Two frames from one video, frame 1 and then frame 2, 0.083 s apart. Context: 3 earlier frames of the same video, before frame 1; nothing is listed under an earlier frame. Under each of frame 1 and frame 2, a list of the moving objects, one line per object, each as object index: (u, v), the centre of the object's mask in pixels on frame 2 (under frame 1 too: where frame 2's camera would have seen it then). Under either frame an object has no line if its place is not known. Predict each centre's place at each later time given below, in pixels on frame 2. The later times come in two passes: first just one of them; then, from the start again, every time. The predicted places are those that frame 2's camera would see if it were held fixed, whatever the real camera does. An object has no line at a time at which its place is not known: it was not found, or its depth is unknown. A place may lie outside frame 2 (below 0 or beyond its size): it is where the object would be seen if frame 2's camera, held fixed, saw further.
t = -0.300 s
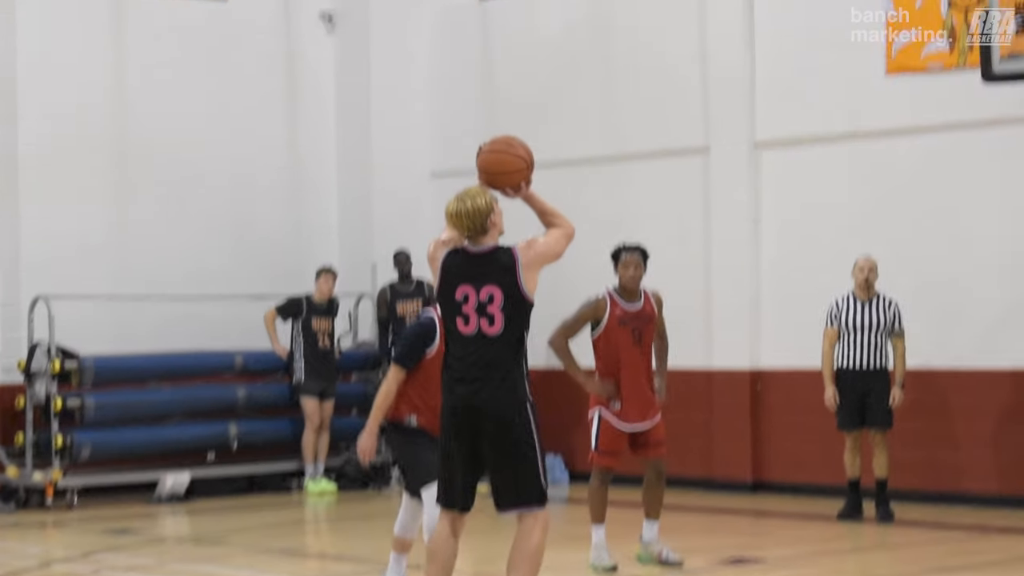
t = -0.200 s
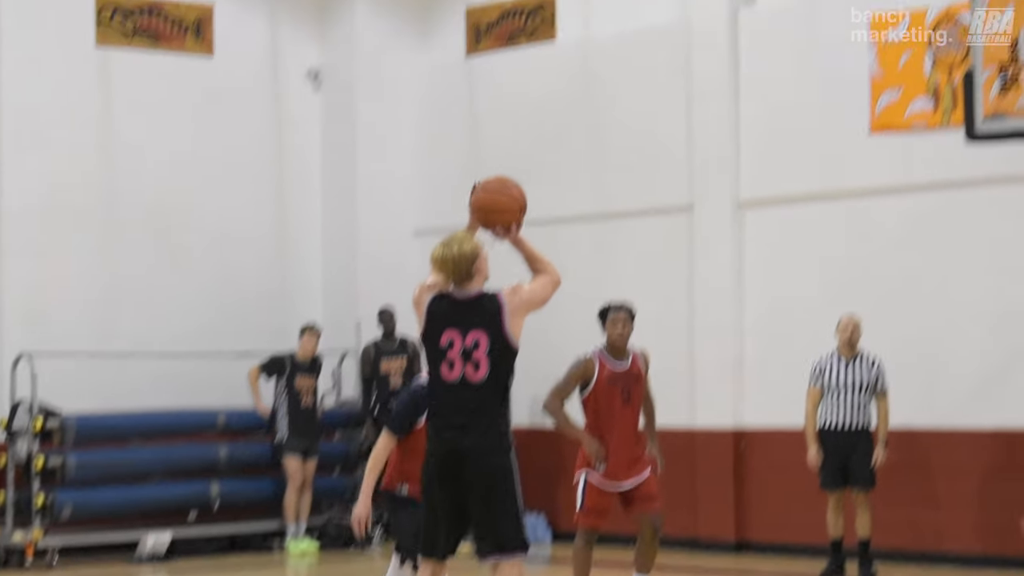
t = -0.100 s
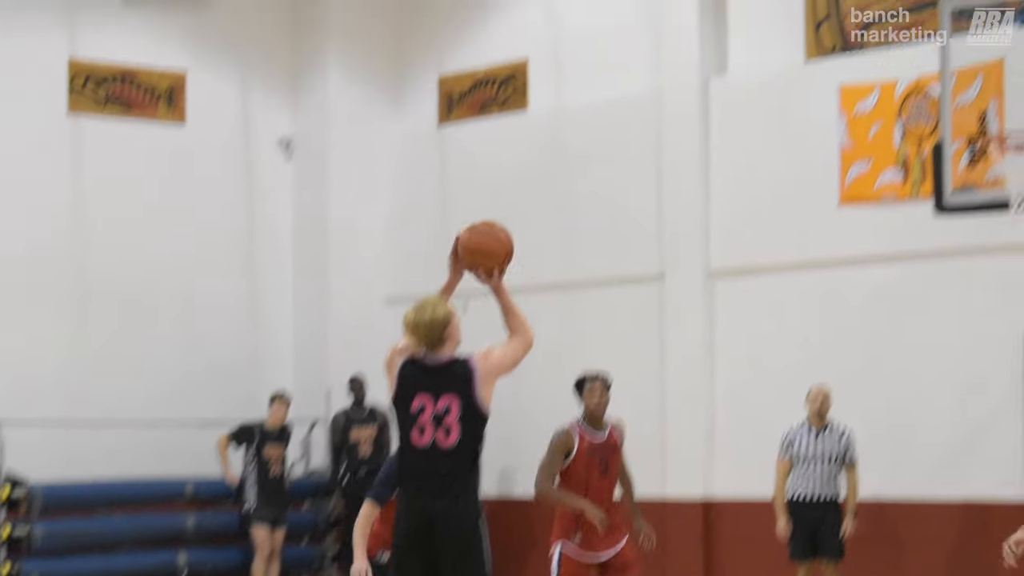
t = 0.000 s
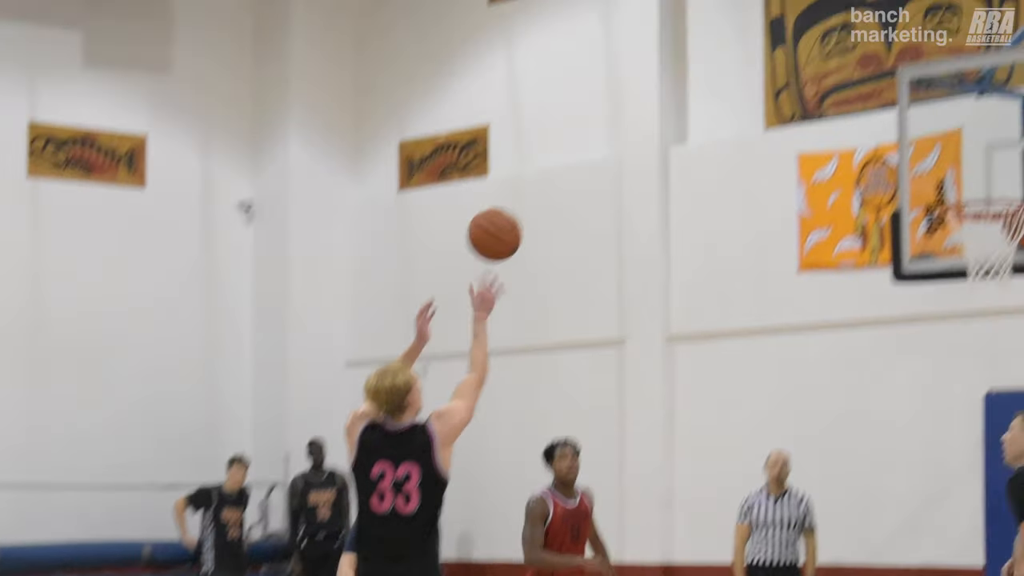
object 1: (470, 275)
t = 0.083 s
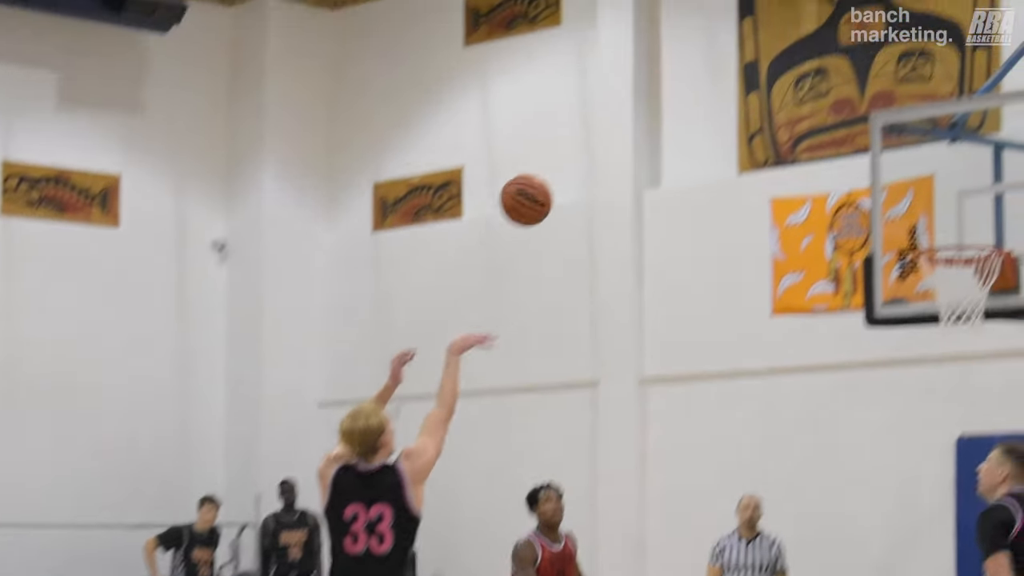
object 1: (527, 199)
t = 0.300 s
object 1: (655, 87)
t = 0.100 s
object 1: (537, 186)
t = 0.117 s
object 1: (548, 175)
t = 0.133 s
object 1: (558, 163)
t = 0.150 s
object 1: (568, 153)
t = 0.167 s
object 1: (578, 143)
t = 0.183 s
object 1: (588, 134)
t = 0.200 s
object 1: (598, 126)
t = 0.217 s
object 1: (607, 118)
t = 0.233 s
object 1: (617, 110)
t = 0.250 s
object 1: (627, 103)
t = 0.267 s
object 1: (637, 98)
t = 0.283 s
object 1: (646, 92)
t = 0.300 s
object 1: (655, 87)
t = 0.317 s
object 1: (665, 83)
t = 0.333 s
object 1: (674, 79)
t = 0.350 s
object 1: (683, 76)
